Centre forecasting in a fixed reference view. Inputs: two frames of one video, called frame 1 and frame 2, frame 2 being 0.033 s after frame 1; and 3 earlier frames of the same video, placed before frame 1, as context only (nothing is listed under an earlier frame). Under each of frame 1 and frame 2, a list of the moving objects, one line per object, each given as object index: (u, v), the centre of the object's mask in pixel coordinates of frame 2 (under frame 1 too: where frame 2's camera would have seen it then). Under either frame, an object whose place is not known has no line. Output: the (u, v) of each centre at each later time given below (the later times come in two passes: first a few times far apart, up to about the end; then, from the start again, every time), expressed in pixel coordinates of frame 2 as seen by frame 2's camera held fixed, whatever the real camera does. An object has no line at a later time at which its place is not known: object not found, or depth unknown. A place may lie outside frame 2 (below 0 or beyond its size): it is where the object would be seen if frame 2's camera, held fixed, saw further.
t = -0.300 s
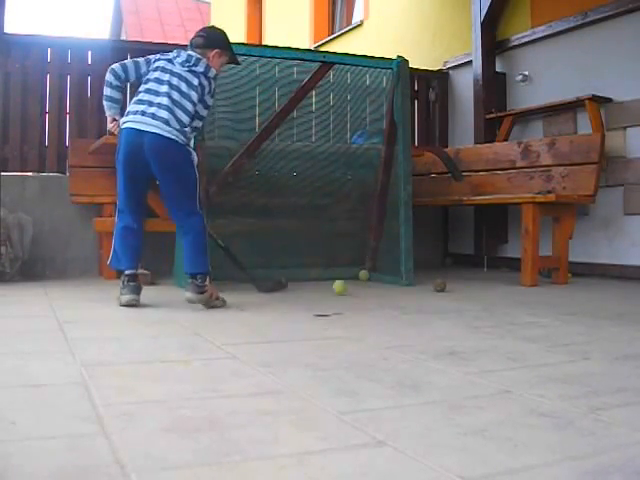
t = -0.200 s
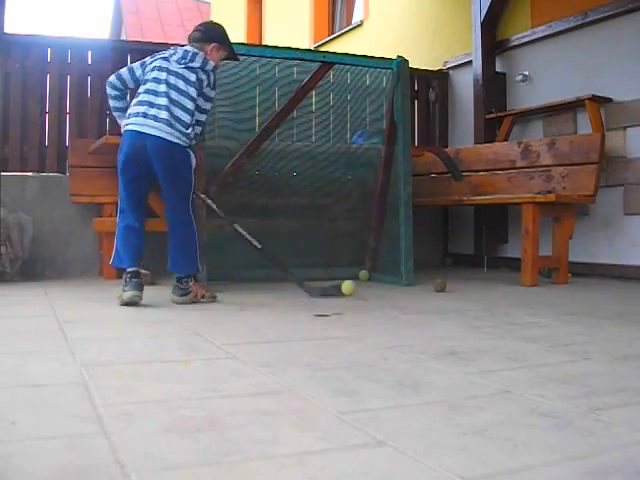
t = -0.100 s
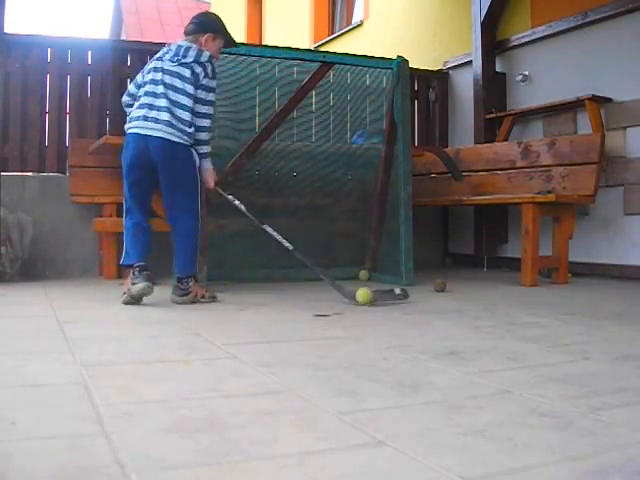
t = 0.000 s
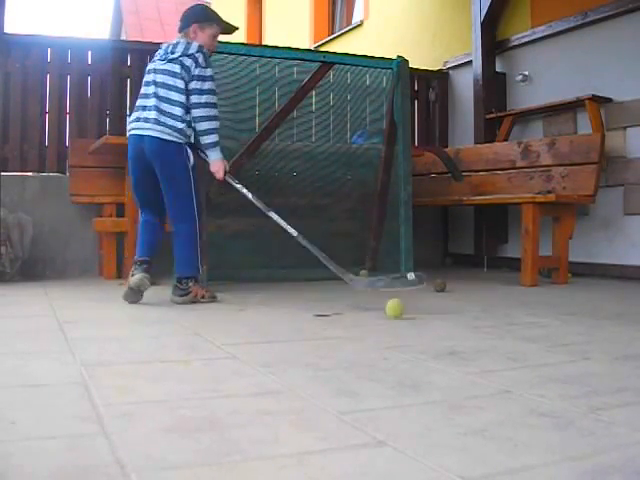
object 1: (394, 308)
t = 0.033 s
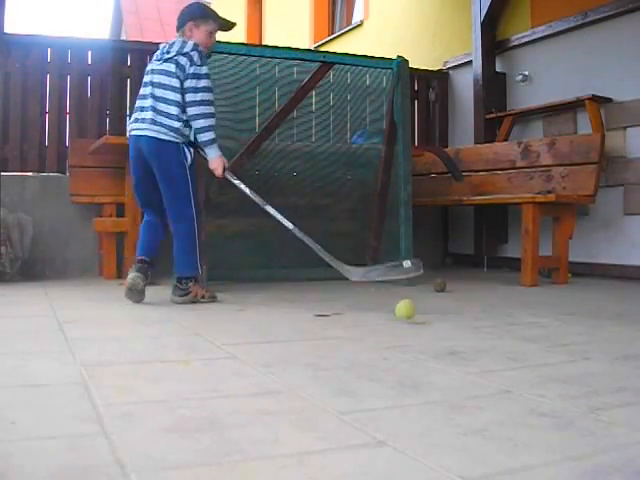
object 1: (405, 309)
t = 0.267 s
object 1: (489, 348)
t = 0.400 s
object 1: (561, 377)
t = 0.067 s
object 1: (416, 315)
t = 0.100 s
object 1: (427, 323)
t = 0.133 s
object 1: (438, 325)
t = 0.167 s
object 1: (448, 330)
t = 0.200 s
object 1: (461, 336)
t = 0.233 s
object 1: (474, 342)
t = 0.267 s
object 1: (489, 348)
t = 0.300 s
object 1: (505, 354)
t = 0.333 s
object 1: (521, 361)
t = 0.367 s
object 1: (541, 369)
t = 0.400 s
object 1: (561, 377)
